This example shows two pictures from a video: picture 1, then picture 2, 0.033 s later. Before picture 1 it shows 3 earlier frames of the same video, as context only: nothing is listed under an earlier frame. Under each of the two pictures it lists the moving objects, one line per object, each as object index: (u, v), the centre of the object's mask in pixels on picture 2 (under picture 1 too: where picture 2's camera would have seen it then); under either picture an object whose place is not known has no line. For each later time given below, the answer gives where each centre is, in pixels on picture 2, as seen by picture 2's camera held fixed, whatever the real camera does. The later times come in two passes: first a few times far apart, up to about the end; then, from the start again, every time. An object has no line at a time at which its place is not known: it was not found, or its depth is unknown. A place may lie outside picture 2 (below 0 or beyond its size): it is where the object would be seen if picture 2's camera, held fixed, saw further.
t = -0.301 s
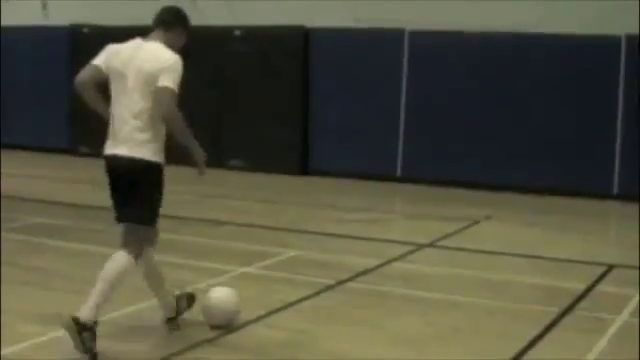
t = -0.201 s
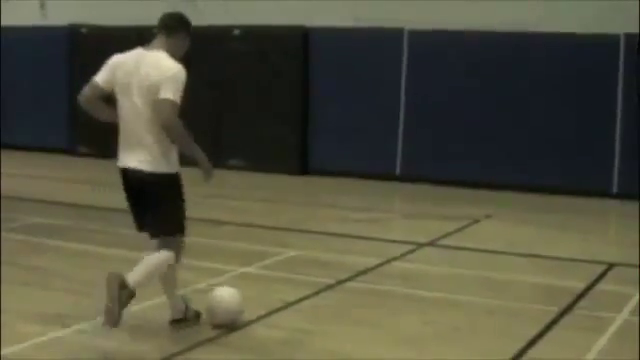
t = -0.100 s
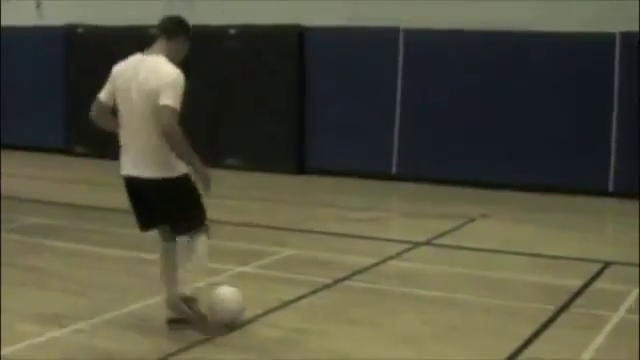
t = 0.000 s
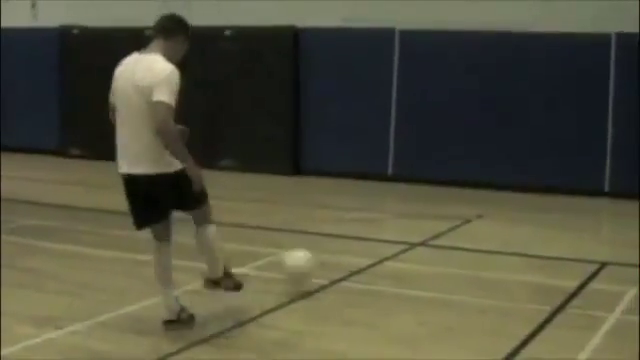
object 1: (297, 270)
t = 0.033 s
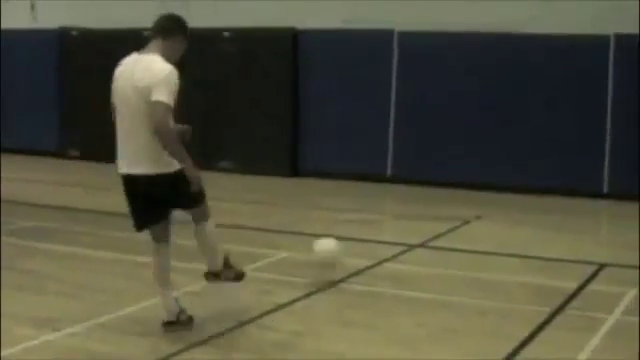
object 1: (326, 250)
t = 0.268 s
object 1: (460, 208)
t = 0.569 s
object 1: (486, 187)
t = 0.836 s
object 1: (411, 216)
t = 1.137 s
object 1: (318, 245)
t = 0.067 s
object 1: (353, 242)
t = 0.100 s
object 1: (374, 233)
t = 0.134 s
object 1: (397, 226)
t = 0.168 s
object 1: (414, 220)
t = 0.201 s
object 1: (430, 220)
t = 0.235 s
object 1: (446, 216)
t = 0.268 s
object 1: (460, 208)
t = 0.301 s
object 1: (471, 200)
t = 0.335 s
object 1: (482, 195)
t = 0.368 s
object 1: (493, 191)
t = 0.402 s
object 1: (502, 186)
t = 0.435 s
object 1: (511, 184)
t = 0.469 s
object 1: (511, 184)
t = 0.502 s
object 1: (504, 185)
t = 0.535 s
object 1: (495, 185)
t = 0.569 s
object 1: (486, 187)
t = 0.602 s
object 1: (478, 192)
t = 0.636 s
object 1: (468, 197)
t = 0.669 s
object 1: (457, 202)
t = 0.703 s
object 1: (449, 204)
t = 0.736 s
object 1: (439, 205)
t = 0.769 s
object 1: (431, 209)
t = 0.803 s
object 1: (421, 212)
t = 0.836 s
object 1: (411, 216)
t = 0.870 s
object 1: (401, 222)
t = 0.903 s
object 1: (390, 224)
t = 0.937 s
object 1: (381, 224)
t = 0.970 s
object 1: (371, 228)
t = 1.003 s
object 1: (360, 233)
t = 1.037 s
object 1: (349, 237)
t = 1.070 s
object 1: (340, 240)
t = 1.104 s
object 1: (329, 242)
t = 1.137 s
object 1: (318, 245)
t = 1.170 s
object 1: (308, 250)
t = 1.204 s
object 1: (298, 255)
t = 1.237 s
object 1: (287, 258)
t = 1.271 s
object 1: (275, 261)
